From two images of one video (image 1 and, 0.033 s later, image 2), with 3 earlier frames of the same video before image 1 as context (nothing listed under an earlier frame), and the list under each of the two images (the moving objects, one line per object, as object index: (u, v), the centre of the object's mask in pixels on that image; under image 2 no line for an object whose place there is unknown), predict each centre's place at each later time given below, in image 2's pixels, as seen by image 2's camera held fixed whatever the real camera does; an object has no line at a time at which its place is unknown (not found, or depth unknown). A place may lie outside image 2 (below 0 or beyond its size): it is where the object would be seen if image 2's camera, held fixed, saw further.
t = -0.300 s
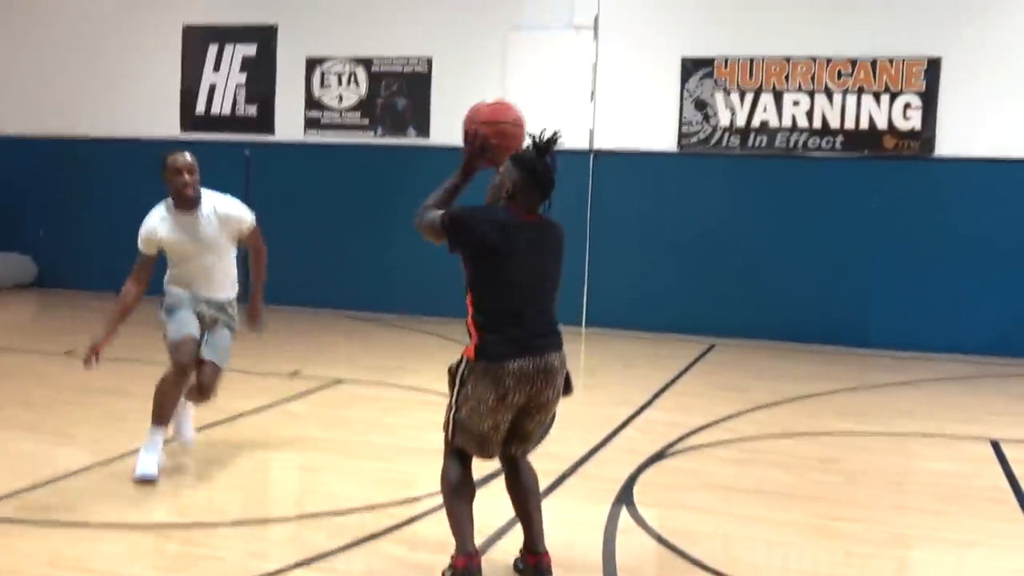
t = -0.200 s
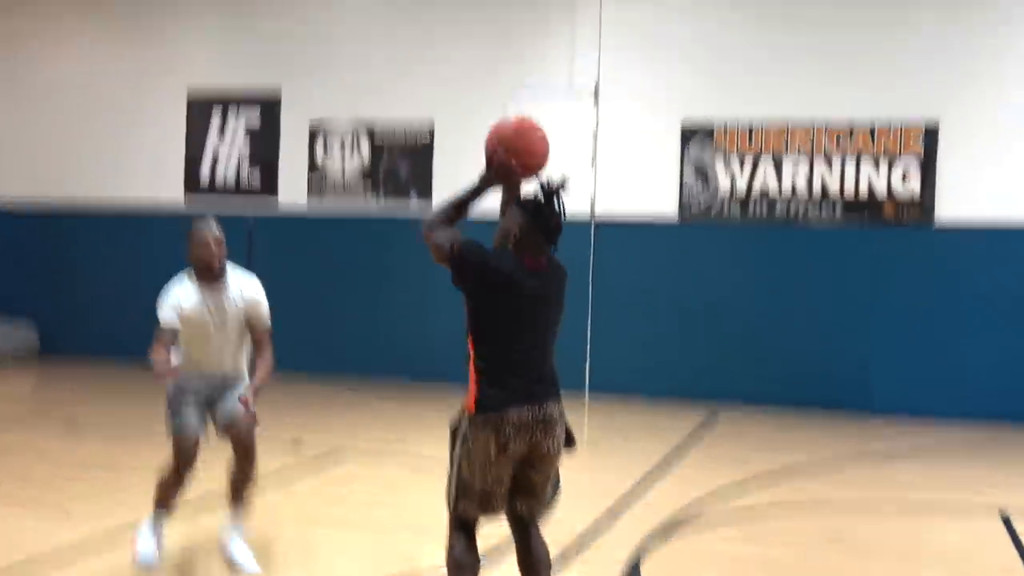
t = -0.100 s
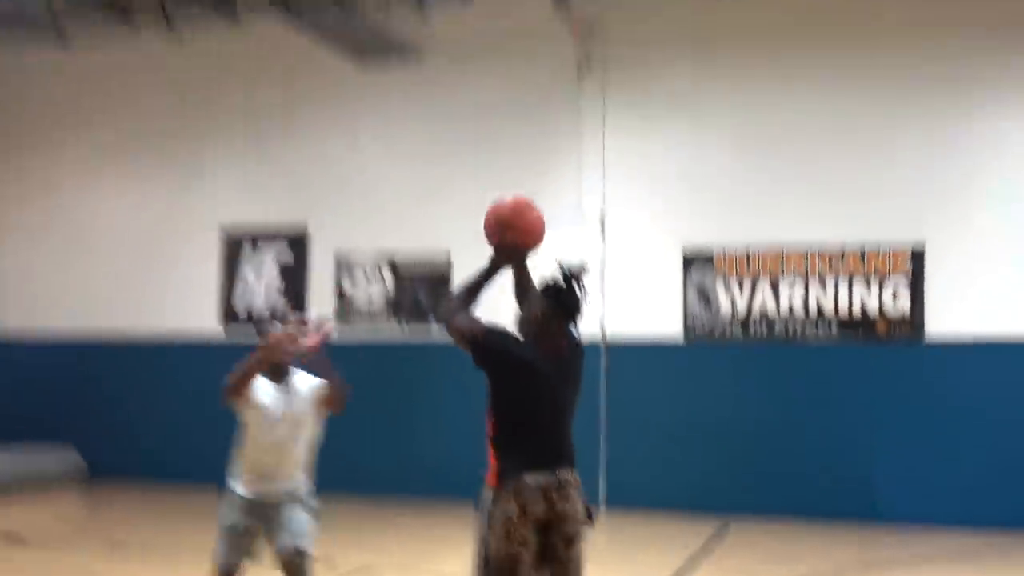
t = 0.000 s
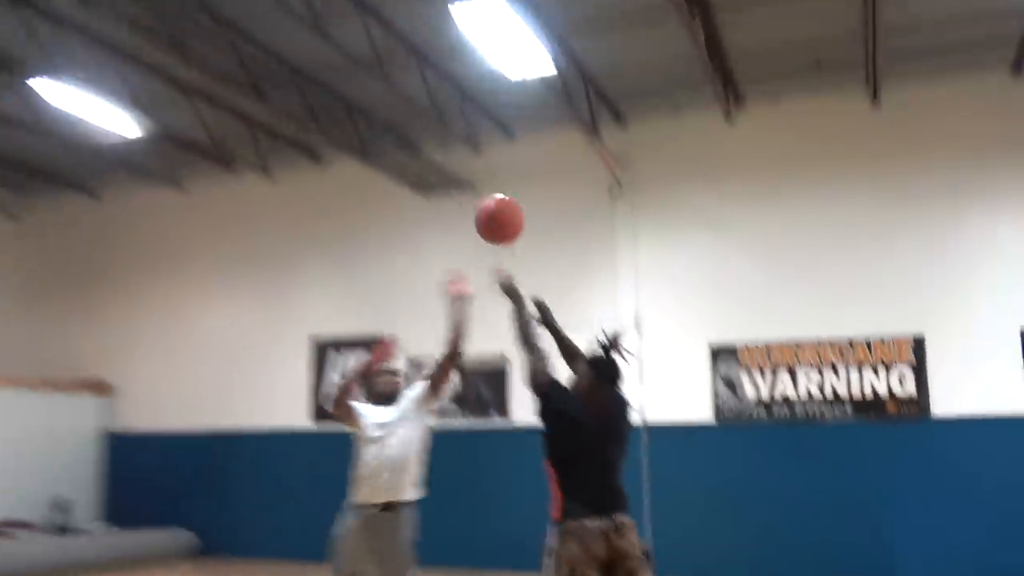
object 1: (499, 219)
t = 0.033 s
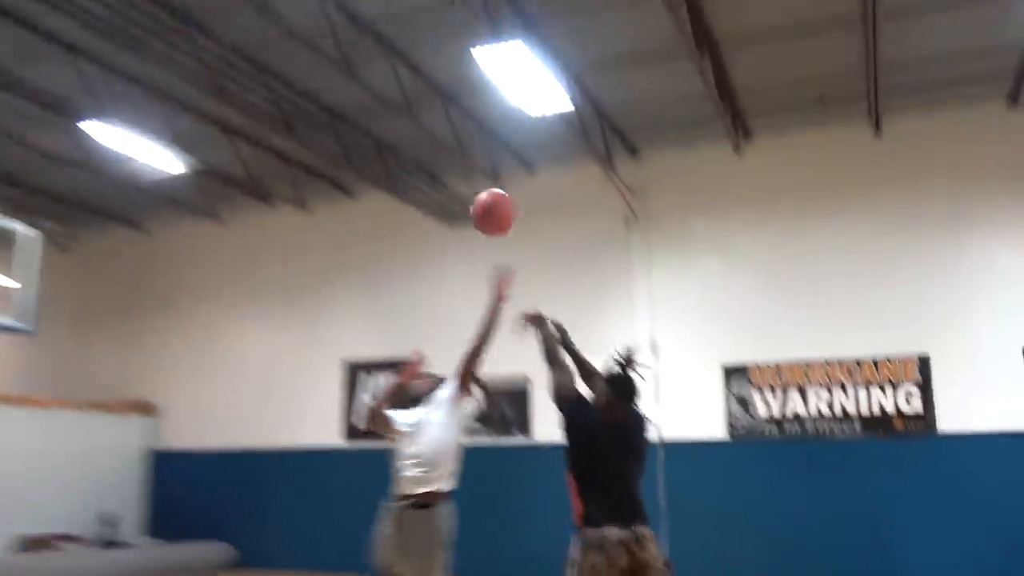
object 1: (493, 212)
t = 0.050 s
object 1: (481, 195)
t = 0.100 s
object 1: (443, 142)
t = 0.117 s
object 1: (432, 130)
